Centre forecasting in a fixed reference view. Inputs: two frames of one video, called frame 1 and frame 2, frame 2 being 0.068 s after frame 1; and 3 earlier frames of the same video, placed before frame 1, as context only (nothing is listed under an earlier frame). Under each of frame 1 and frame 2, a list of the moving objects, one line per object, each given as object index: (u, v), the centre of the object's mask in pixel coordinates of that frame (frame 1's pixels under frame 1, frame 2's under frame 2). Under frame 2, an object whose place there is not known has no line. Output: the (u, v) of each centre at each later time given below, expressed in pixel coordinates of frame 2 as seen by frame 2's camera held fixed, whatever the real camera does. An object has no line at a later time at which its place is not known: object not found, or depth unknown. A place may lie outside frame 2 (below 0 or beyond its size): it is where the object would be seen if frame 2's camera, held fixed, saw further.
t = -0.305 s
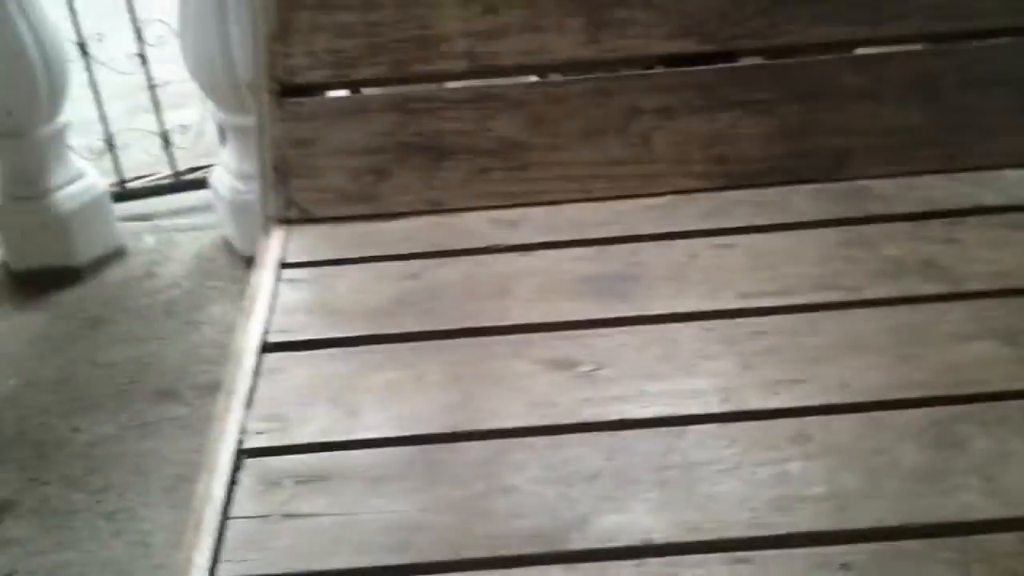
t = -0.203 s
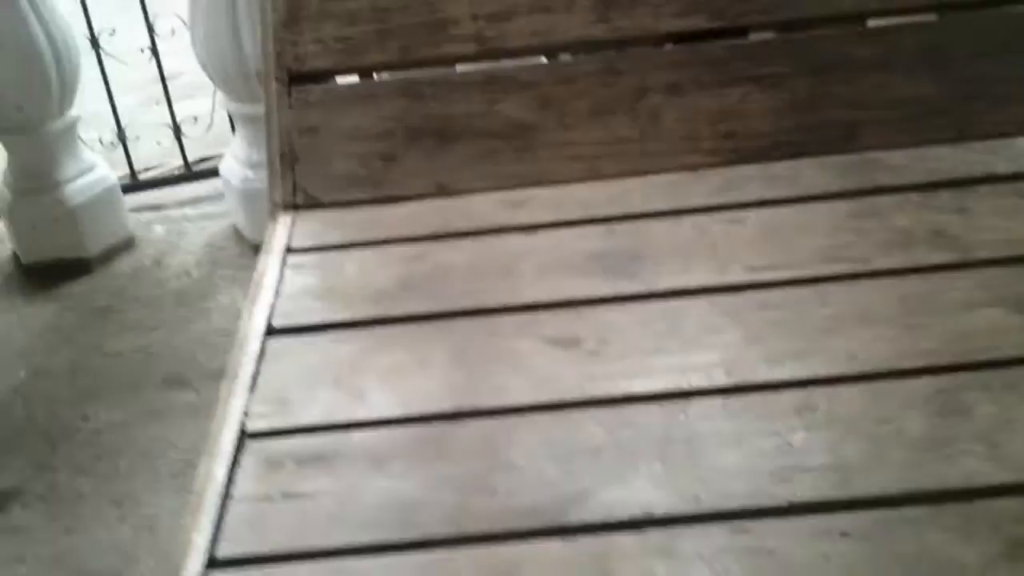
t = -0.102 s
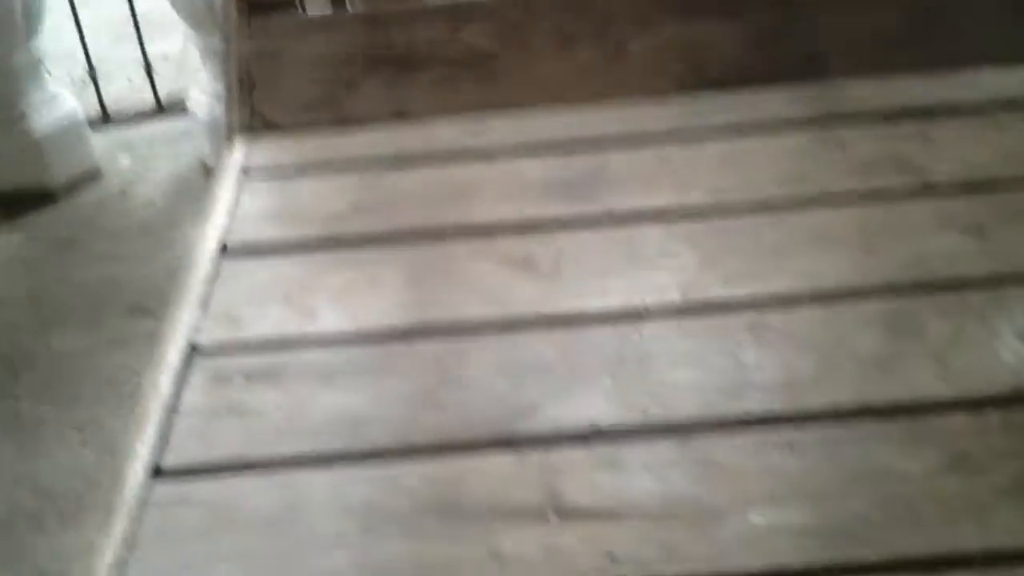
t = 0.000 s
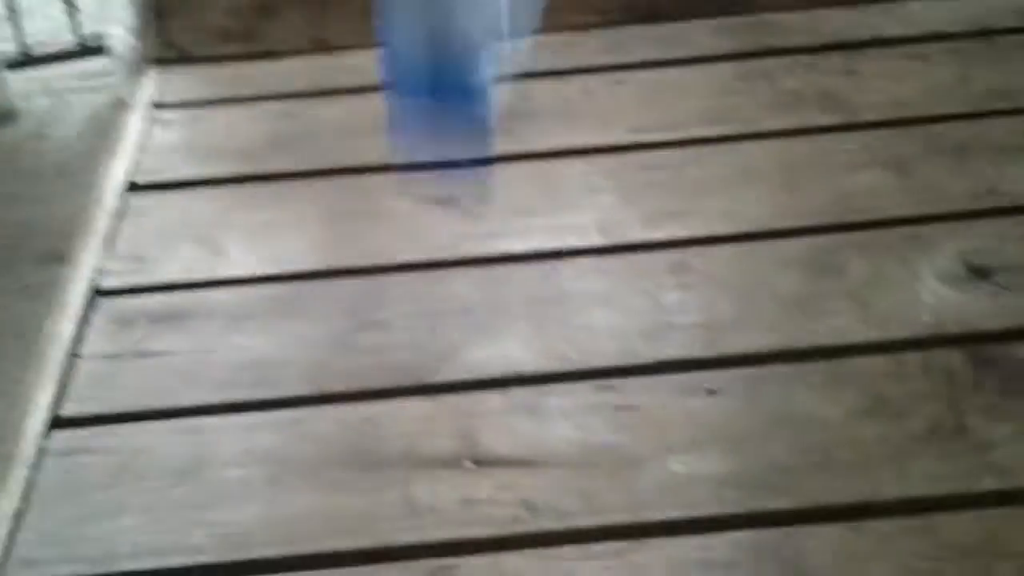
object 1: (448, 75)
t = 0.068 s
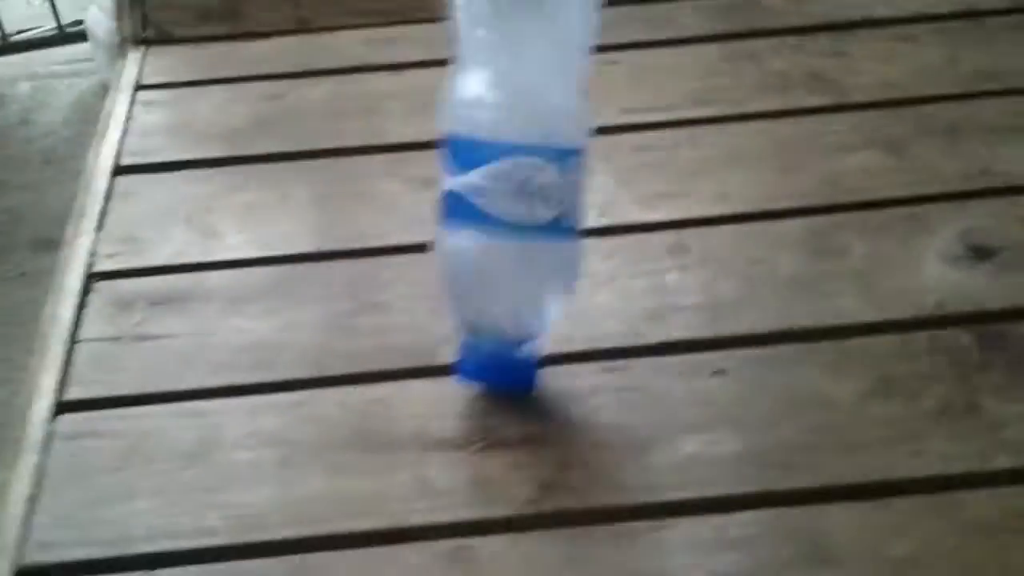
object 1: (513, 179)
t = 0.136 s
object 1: (540, 201)
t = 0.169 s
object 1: (564, 199)
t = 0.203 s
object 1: (575, 193)
